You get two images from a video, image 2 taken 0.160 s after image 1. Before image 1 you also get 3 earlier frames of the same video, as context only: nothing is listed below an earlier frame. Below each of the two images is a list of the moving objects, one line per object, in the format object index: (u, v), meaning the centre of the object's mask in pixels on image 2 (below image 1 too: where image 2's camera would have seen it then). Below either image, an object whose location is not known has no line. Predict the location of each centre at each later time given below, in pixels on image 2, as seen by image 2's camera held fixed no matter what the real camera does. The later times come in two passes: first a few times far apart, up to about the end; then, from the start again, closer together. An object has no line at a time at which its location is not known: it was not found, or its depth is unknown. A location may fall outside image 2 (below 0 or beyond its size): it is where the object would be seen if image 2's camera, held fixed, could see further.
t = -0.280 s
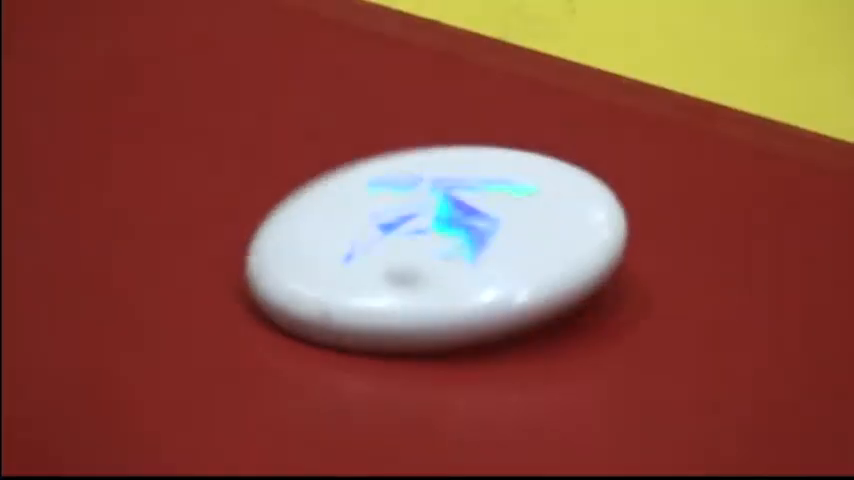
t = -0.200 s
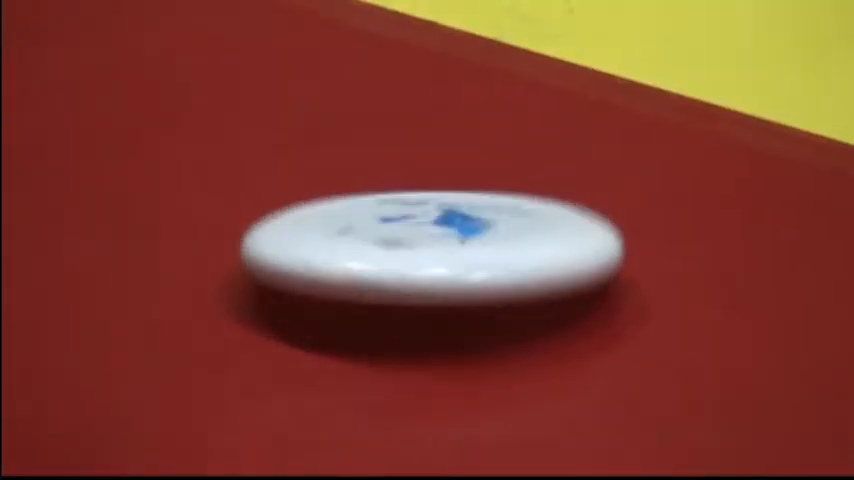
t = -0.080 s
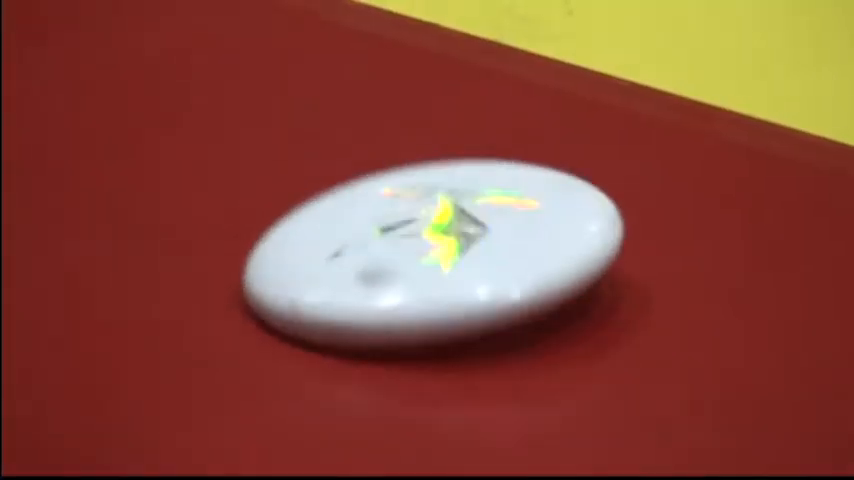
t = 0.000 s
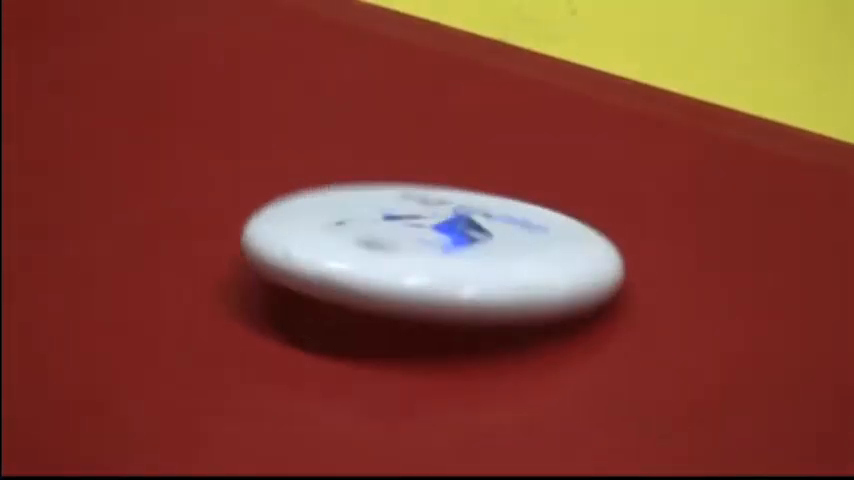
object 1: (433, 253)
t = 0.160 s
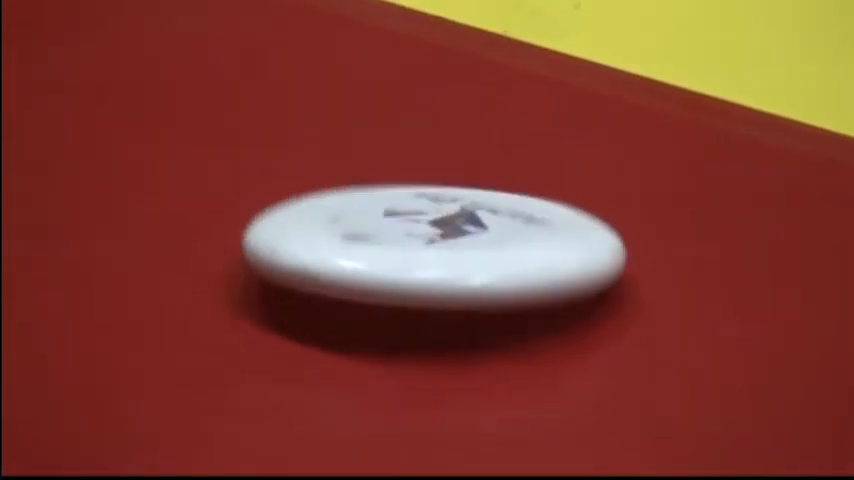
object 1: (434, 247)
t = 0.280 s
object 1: (434, 251)
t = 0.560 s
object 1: (429, 241)
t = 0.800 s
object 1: (429, 247)
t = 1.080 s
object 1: (427, 266)
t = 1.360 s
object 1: (418, 270)
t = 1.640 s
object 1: (423, 263)
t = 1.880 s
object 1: (425, 264)
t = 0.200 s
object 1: (433, 250)
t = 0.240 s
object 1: (433, 253)
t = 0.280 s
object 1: (434, 251)
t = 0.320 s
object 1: (434, 247)
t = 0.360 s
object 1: (432, 248)
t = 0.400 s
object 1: (431, 248)
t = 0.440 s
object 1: (433, 248)
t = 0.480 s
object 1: (434, 240)
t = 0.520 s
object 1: (430, 241)
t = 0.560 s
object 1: (429, 241)
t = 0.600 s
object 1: (431, 240)
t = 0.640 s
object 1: (431, 238)
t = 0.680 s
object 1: (428, 241)
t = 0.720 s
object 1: (428, 241)
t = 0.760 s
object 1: (430, 243)
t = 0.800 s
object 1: (429, 247)
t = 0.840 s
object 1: (427, 251)
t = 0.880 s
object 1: (427, 252)
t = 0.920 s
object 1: (429, 254)
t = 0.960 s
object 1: (426, 260)
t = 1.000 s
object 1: (425, 262)
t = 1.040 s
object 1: (427, 263)
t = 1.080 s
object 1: (427, 266)
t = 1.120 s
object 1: (428, 268)
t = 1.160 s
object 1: (428, 267)
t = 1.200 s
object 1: (427, 266)
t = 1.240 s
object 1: (422, 269)
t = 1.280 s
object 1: (421, 268)
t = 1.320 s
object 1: (421, 267)
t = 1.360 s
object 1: (418, 270)
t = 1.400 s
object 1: (418, 269)
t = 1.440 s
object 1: (419, 267)
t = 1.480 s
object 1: (418, 269)
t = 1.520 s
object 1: (420, 267)
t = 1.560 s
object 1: (422, 265)
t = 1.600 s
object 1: (421, 265)
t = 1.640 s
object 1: (423, 263)
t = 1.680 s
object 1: (424, 264)
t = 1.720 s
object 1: (425, 263)
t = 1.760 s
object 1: (426, 263)
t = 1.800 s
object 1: (426, 264)
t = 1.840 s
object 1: (427, 263)
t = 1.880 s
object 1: (425, 264)
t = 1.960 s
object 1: (426, 264)
